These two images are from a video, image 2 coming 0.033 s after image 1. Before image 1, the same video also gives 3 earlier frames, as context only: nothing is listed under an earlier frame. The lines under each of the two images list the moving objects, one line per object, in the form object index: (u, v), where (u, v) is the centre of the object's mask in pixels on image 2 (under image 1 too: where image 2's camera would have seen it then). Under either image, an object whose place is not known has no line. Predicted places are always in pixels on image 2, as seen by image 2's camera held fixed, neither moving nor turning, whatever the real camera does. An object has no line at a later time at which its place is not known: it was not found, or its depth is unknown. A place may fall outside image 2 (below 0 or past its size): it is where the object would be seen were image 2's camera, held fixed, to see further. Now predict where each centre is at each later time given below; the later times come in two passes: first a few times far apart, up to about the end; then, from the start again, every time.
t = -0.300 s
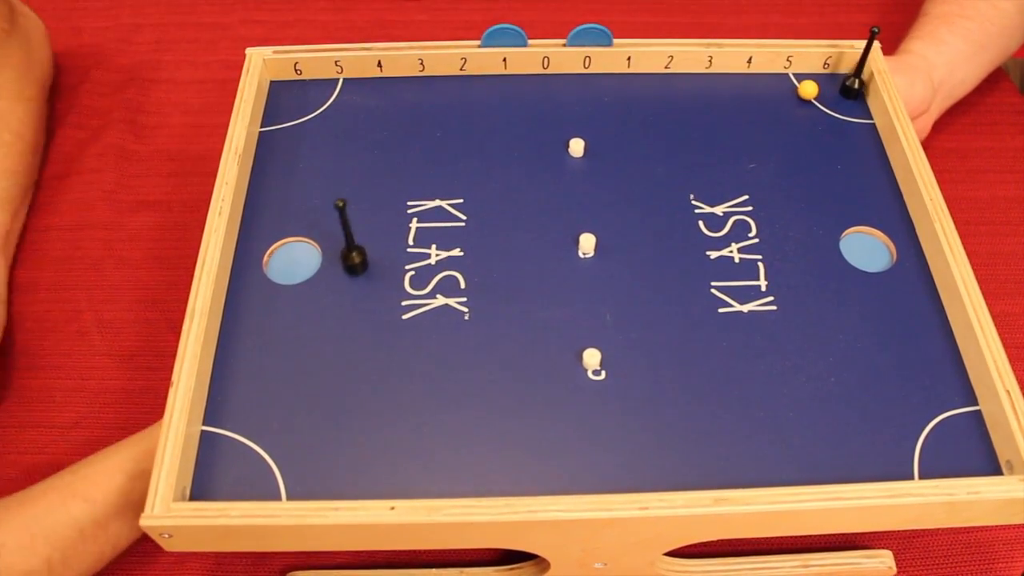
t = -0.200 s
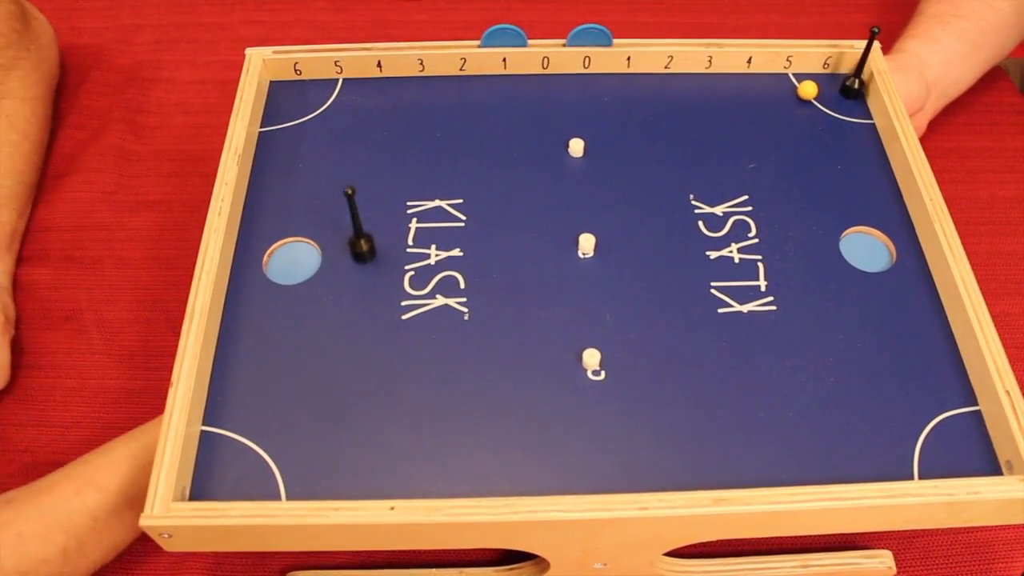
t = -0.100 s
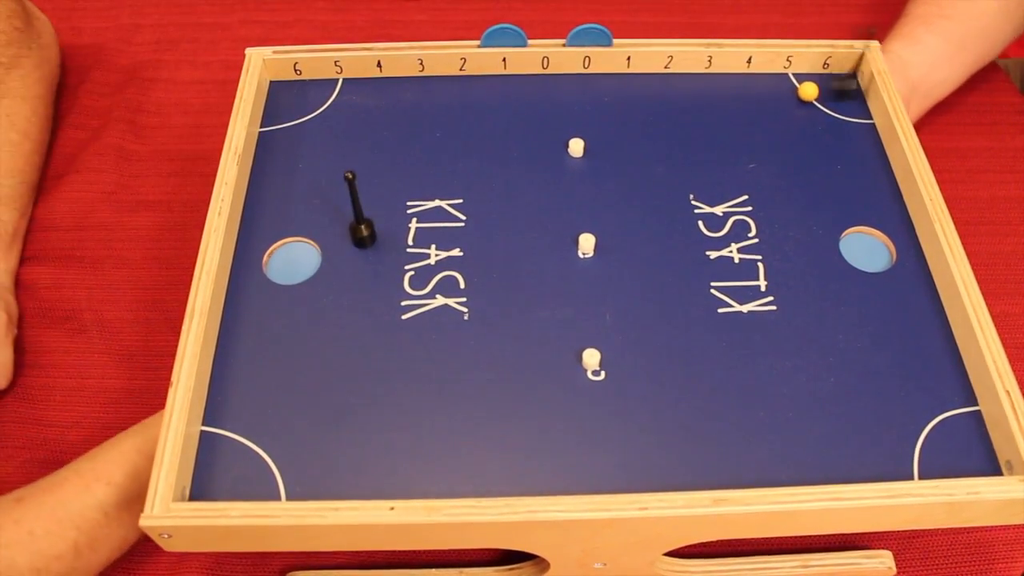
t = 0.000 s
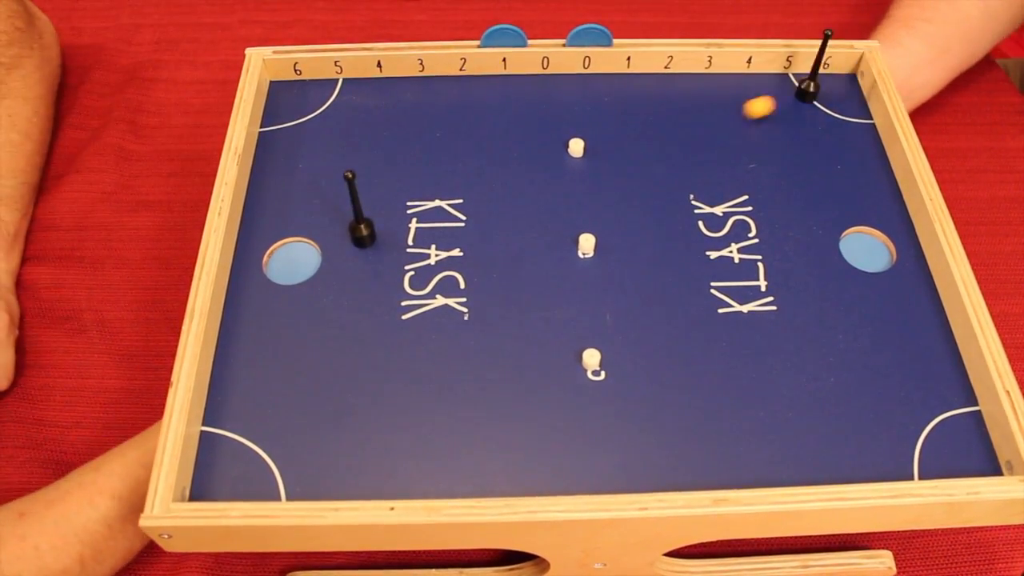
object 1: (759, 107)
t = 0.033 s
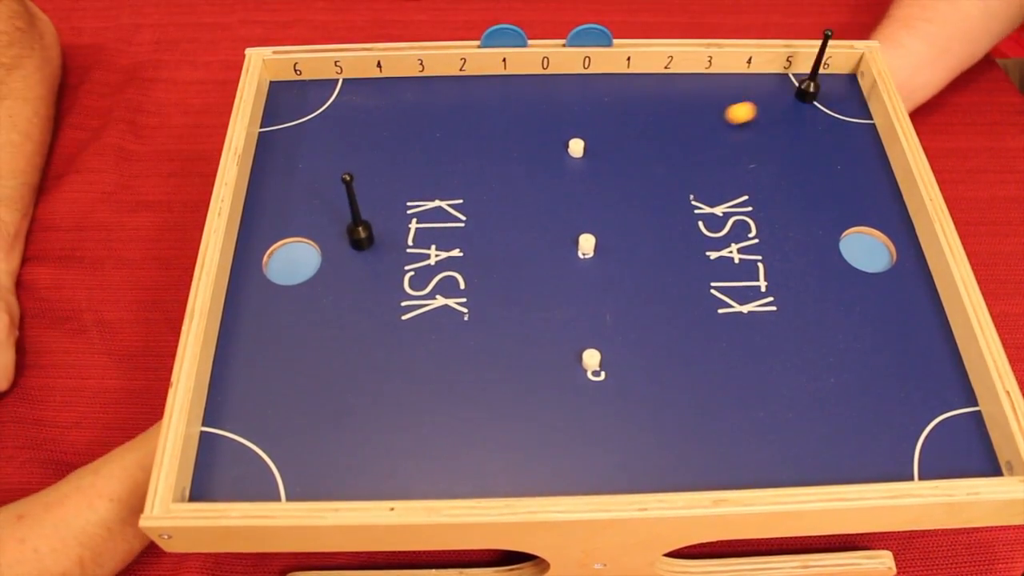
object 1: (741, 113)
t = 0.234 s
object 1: (646, 143)
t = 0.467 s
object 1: (543, 179)
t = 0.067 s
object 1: (723, 117)
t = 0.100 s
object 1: (707, 123)
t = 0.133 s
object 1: (692, 128)
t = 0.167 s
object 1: (676, 133)
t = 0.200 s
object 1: (661, 138)
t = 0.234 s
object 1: (646, 143)
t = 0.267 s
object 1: (631, 147)
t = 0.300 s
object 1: (616, 152)
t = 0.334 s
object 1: (601, 157)
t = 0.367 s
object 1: (586, 163)
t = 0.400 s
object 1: (572, 168)
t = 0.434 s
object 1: (557, 174)
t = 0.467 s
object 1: (543, 179)
